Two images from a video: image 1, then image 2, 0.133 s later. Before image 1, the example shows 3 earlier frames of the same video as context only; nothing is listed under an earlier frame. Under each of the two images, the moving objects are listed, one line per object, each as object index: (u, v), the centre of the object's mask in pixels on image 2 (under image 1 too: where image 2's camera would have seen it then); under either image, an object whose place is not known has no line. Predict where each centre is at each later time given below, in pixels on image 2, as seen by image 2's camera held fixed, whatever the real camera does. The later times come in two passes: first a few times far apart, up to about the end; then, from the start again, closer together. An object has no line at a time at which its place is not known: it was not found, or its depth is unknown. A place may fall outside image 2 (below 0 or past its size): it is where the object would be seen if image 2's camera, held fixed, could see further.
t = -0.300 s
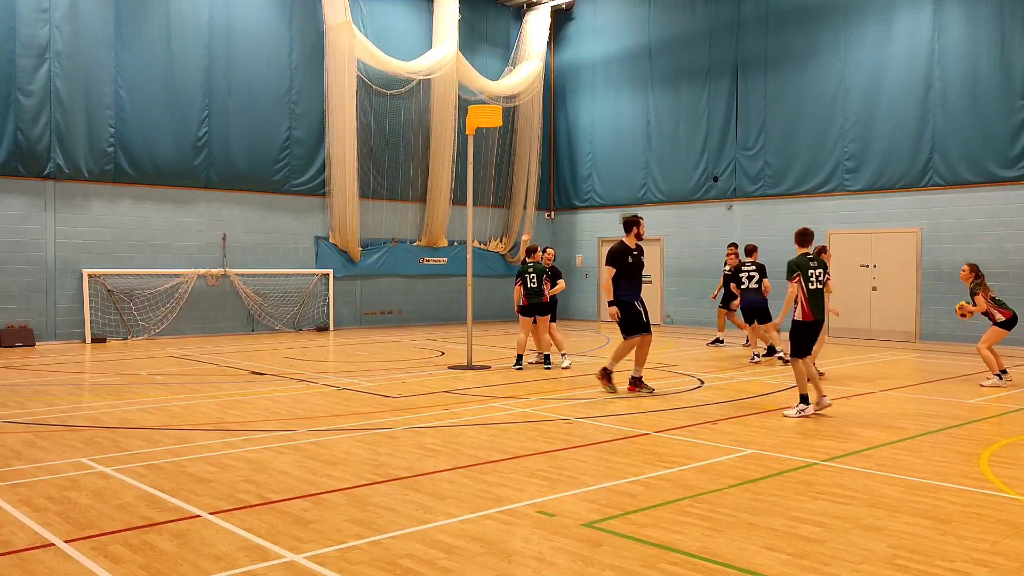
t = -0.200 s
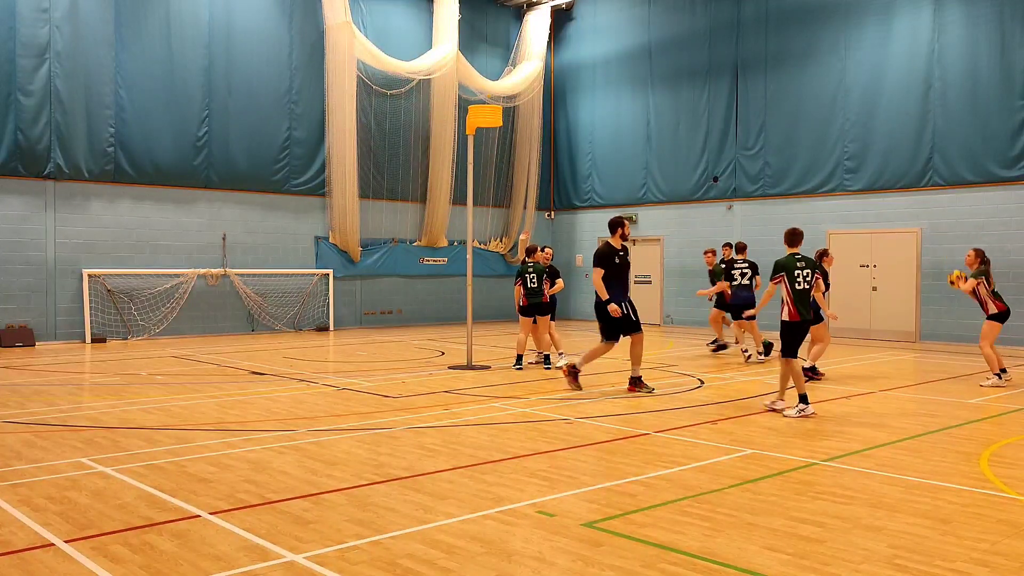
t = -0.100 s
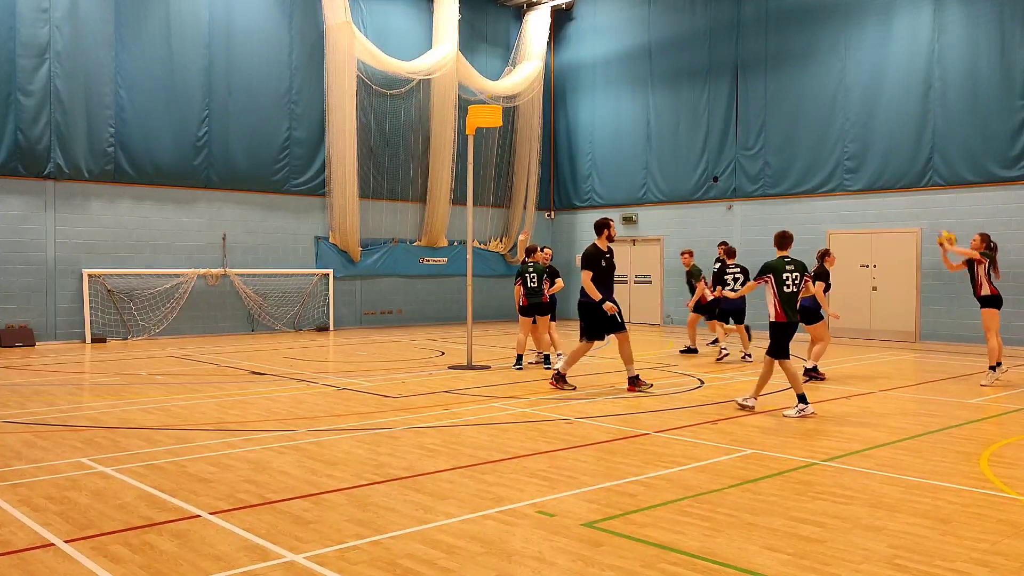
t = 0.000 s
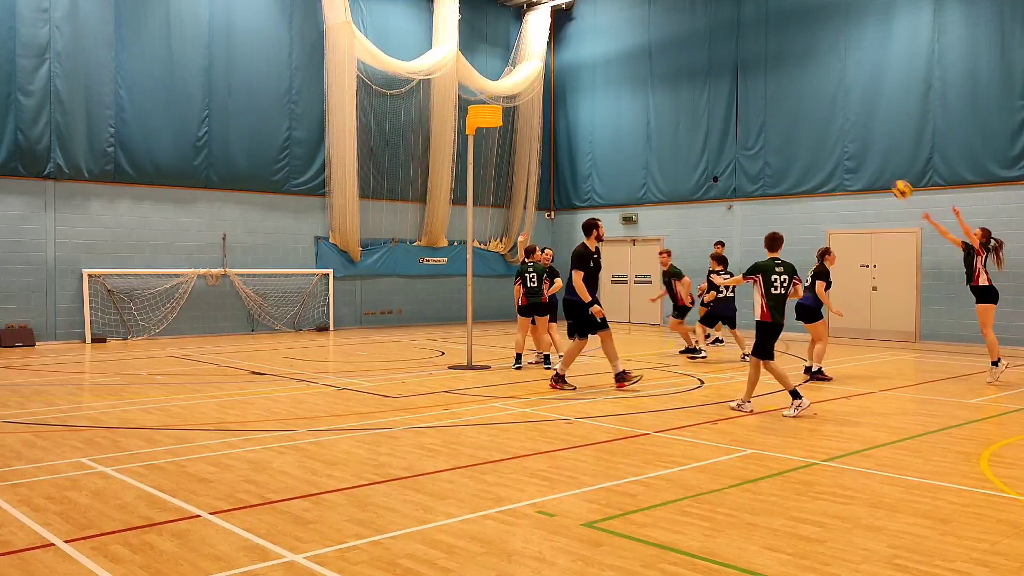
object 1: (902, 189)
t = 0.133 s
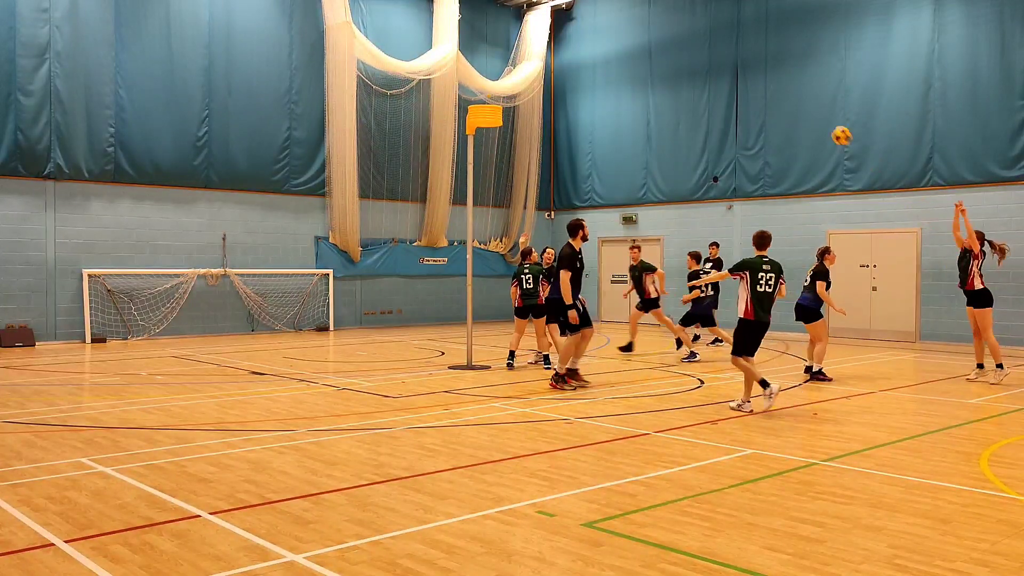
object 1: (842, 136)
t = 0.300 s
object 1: (768, 88)
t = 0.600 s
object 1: (645, 56)
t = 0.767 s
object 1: (578, 68)
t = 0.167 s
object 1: (826, 125)
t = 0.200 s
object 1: (812, 114)
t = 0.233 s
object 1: (797, 104)
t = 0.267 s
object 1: (783, 96)
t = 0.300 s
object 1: (768, 88)
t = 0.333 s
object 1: (754, 81)
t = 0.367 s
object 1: (740, 75)
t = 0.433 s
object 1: (712, 65)
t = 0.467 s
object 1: (699, 61)
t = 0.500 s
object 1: (685, 59)
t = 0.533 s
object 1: (671, 57)
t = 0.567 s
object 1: (658, 56)
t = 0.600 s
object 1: (645, 56)
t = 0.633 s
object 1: (631, 57)
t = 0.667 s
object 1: (618, 59)
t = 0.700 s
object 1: (605, 61)
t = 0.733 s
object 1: (592, 64)
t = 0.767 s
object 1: (578, 68)
